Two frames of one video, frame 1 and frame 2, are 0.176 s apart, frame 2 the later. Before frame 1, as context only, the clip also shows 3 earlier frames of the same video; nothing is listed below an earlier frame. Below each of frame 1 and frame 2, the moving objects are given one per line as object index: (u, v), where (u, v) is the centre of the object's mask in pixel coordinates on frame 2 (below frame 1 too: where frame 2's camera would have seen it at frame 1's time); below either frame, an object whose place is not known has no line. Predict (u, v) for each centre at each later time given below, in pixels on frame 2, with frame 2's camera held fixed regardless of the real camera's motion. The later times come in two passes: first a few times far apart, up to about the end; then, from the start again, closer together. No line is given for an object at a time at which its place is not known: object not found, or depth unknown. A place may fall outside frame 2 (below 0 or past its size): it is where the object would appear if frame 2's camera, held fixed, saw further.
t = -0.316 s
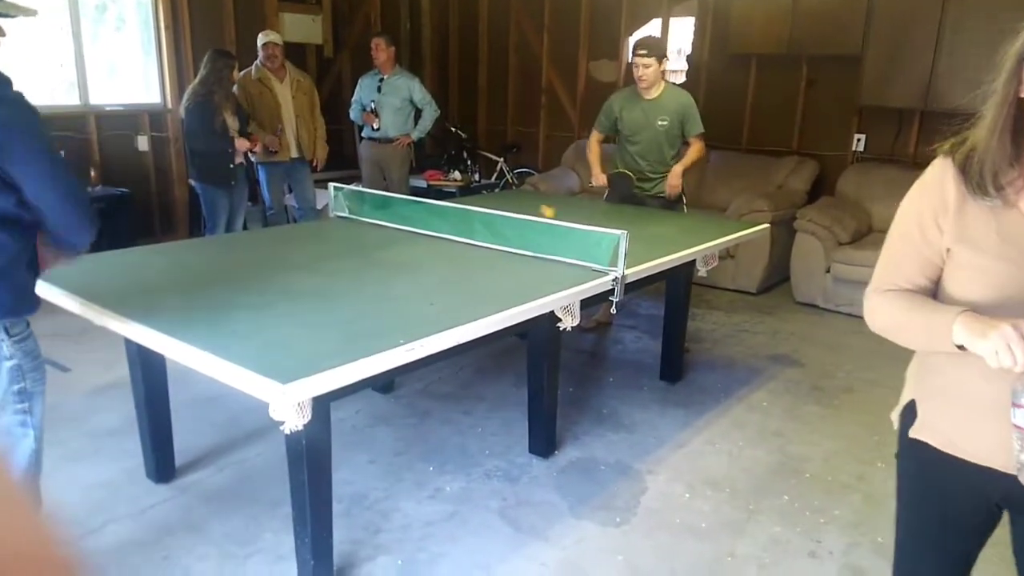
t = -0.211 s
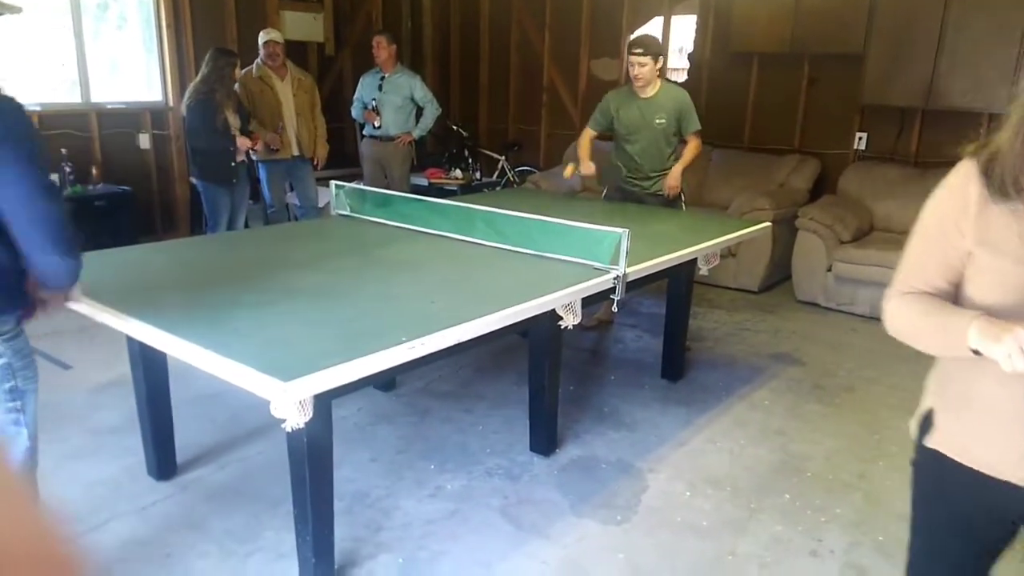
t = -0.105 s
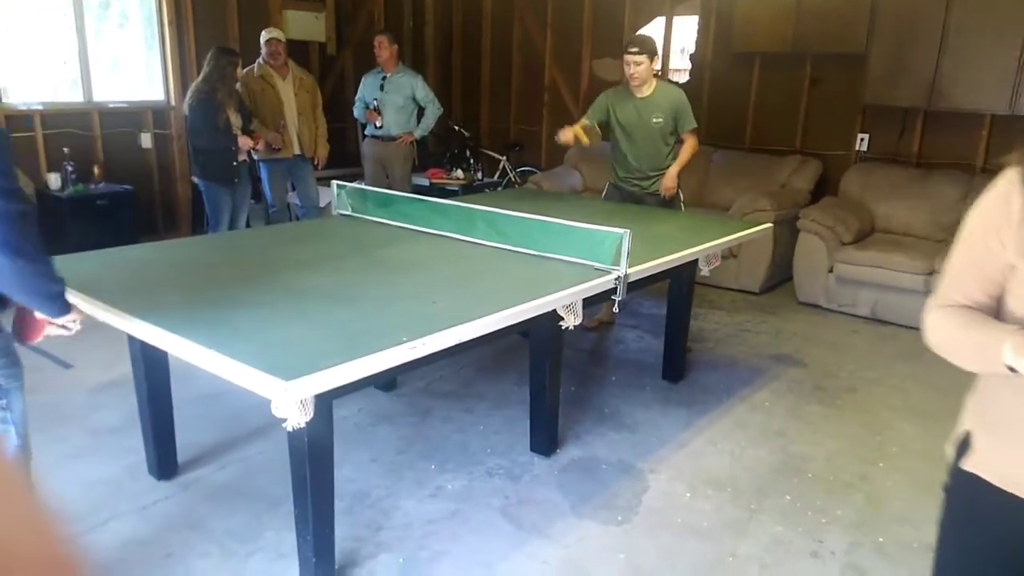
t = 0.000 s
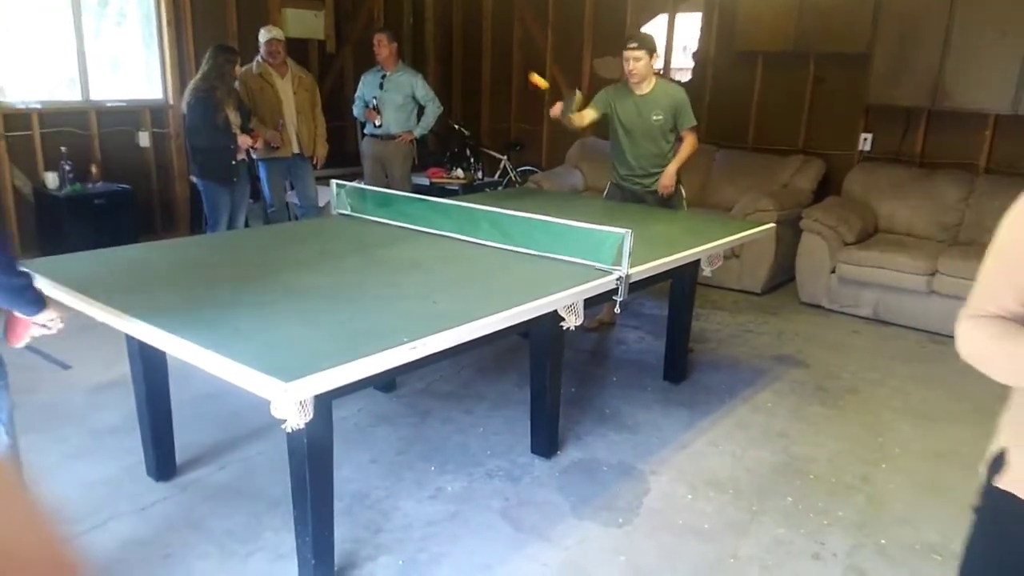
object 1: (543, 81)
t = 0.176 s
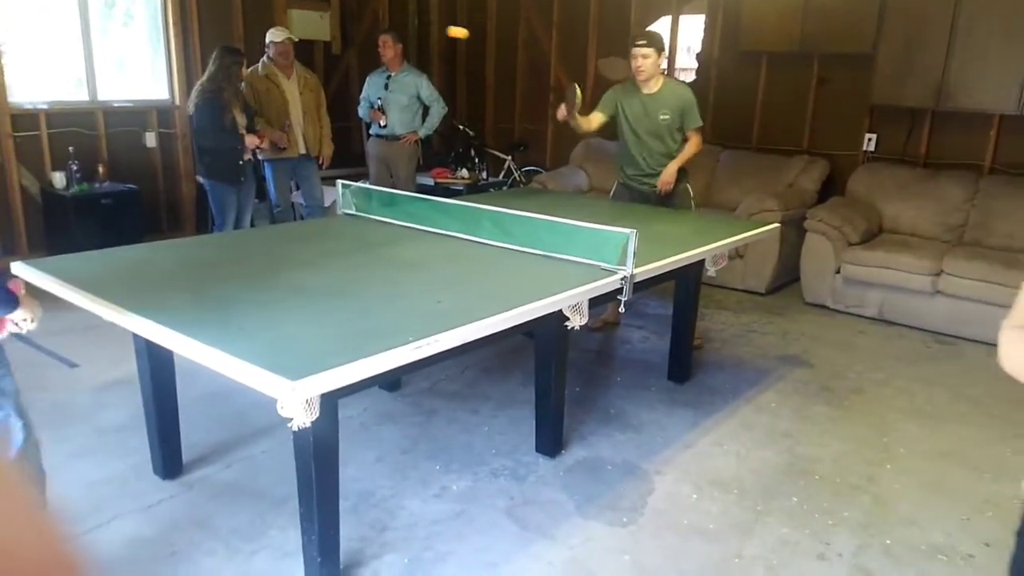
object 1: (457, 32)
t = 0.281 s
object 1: (397, 34)
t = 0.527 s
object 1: (232, 164)
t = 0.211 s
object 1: (438, 30)
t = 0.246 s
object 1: (418, 30)
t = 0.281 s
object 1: (397, 34)
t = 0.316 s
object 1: (375, 41)
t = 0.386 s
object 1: (330, 65)
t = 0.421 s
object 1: (307, 83)
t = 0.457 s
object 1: (282, 106)
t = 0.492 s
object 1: (258, 133)
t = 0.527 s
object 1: (232, 164)
